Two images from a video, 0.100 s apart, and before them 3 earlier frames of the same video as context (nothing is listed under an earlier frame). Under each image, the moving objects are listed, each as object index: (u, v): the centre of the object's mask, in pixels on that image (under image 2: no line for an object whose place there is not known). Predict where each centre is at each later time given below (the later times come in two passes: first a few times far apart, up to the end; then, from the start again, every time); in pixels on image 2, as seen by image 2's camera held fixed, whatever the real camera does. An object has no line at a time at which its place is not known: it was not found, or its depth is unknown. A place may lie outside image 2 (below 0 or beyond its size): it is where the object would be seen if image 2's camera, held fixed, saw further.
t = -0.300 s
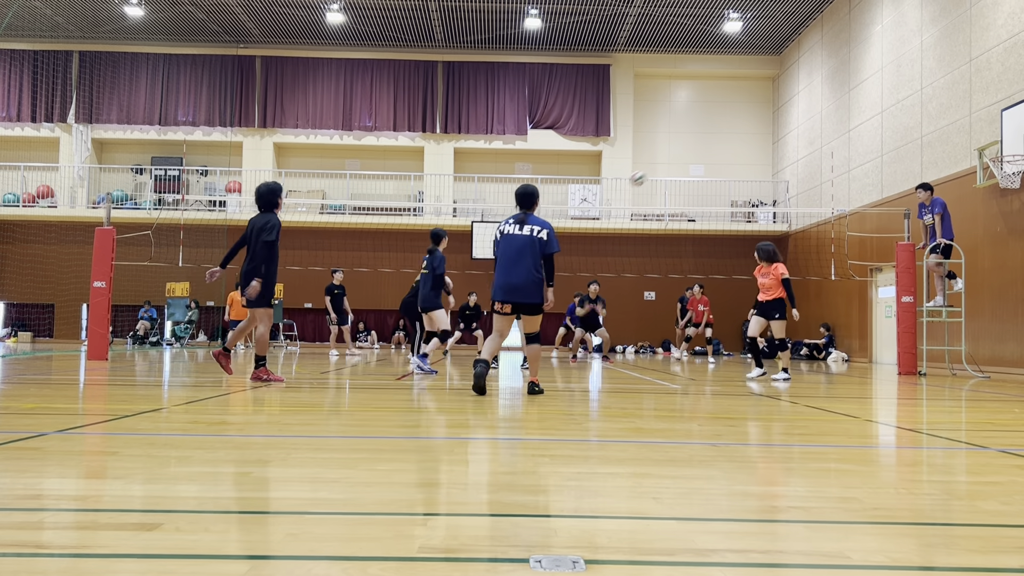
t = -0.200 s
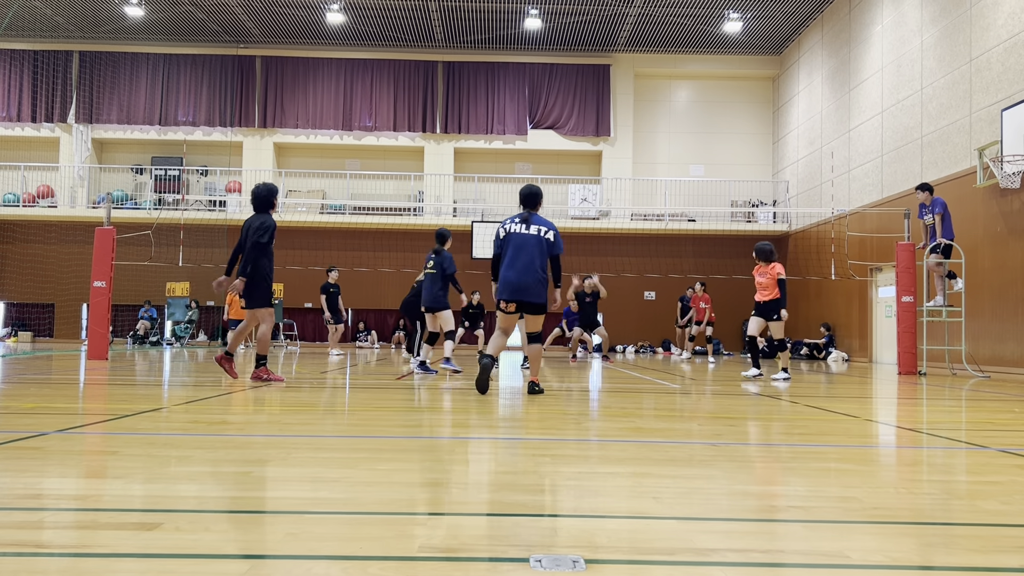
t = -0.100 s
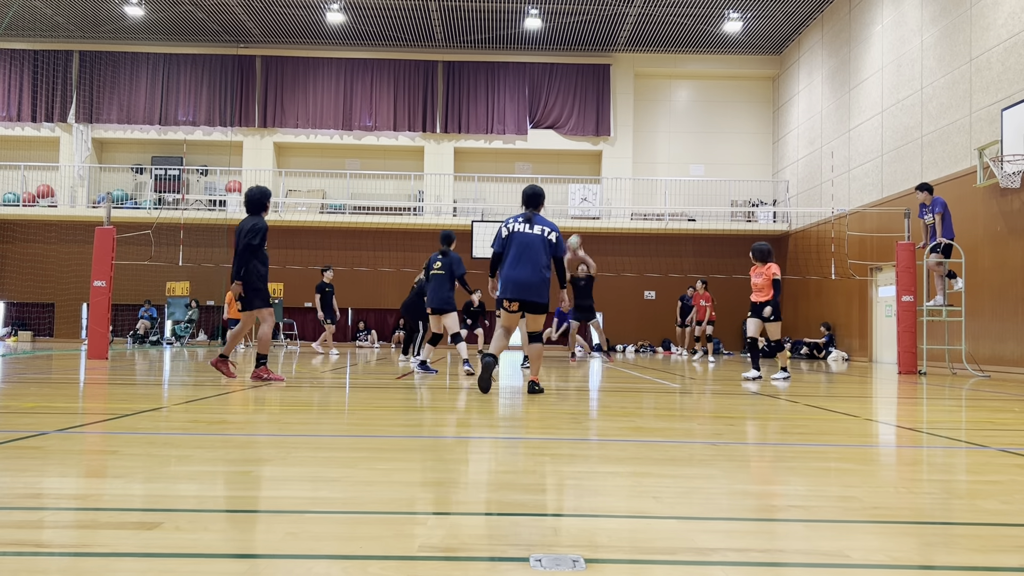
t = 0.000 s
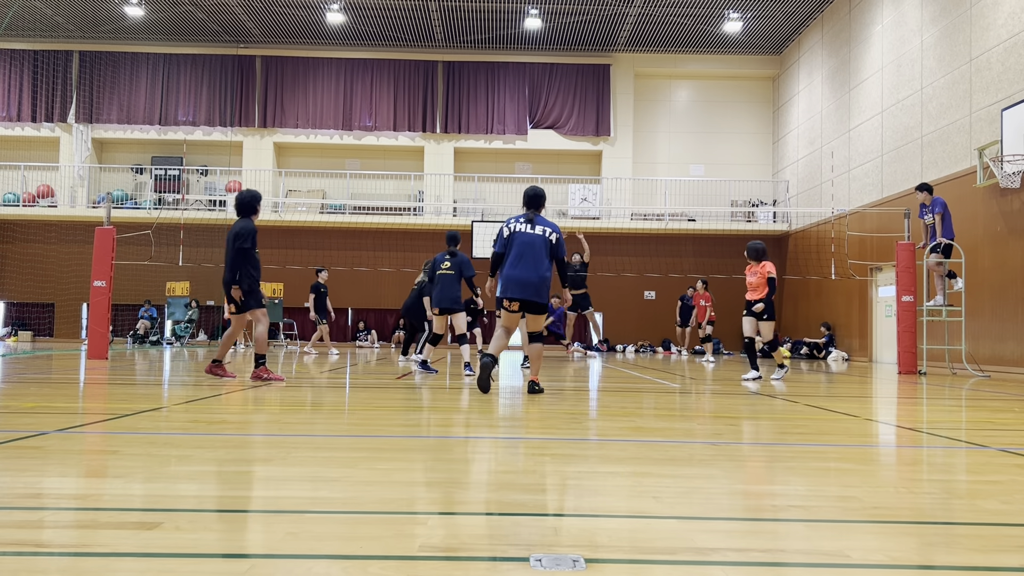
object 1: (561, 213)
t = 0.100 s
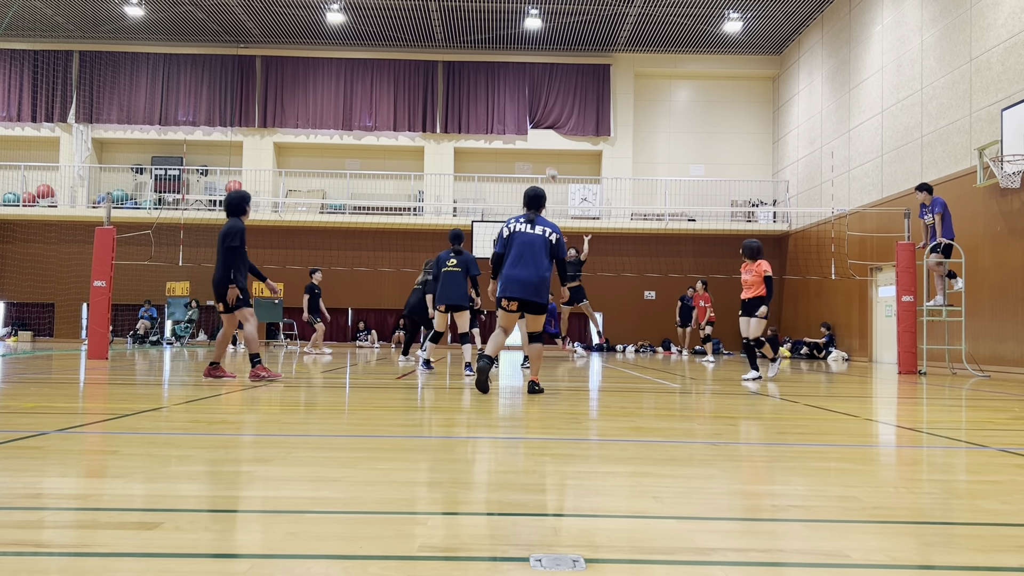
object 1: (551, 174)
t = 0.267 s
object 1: (534, 126)
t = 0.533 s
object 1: (507, 84)
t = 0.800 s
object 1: (479, 83)
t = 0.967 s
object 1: (461, 103)
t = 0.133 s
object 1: (548, 163)
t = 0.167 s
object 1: (544, 154)
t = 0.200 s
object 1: (541, 145)
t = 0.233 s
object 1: (537, 136)
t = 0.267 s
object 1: (534, 126)
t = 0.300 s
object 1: (531, 120)
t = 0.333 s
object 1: (528, 113)
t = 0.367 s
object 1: (524, 106)
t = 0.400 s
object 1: (521, 100)
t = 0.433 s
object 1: (517, 96)
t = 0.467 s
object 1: (514, 91)
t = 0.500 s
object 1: (511, 88)
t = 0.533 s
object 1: (507, 84)
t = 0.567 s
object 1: (504, 82)
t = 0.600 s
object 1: (500, 80)
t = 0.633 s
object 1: (497, 79)
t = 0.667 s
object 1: (493, 79)
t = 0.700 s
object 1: (490, 79)
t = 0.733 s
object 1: (486, 80)
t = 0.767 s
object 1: (483, 81)
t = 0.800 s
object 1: (479, 83)
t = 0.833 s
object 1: (476, 86)
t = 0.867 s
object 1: (472, 89)
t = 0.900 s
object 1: (469, 93)
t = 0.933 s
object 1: (465, 98)
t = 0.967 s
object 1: (461, 103)
